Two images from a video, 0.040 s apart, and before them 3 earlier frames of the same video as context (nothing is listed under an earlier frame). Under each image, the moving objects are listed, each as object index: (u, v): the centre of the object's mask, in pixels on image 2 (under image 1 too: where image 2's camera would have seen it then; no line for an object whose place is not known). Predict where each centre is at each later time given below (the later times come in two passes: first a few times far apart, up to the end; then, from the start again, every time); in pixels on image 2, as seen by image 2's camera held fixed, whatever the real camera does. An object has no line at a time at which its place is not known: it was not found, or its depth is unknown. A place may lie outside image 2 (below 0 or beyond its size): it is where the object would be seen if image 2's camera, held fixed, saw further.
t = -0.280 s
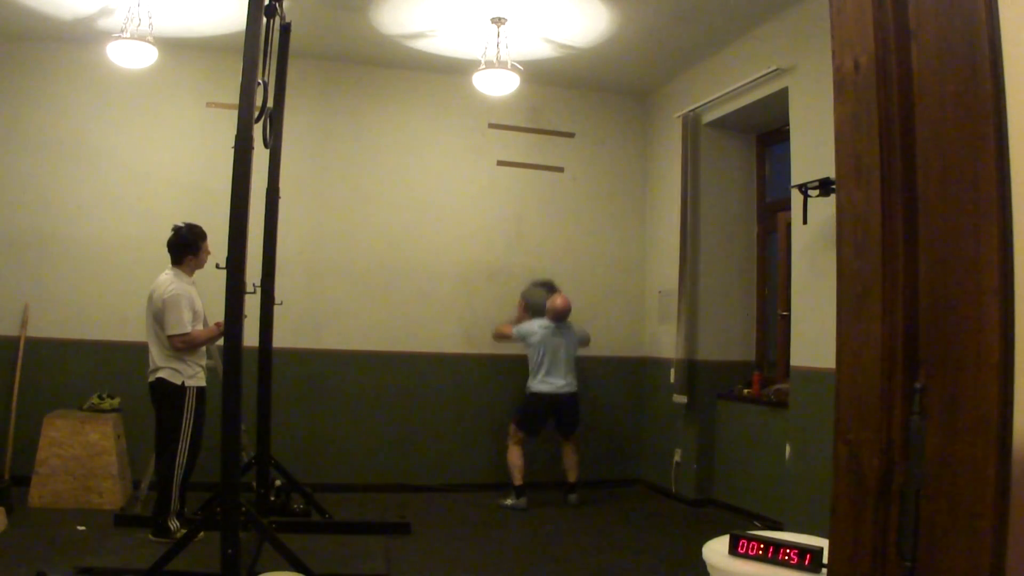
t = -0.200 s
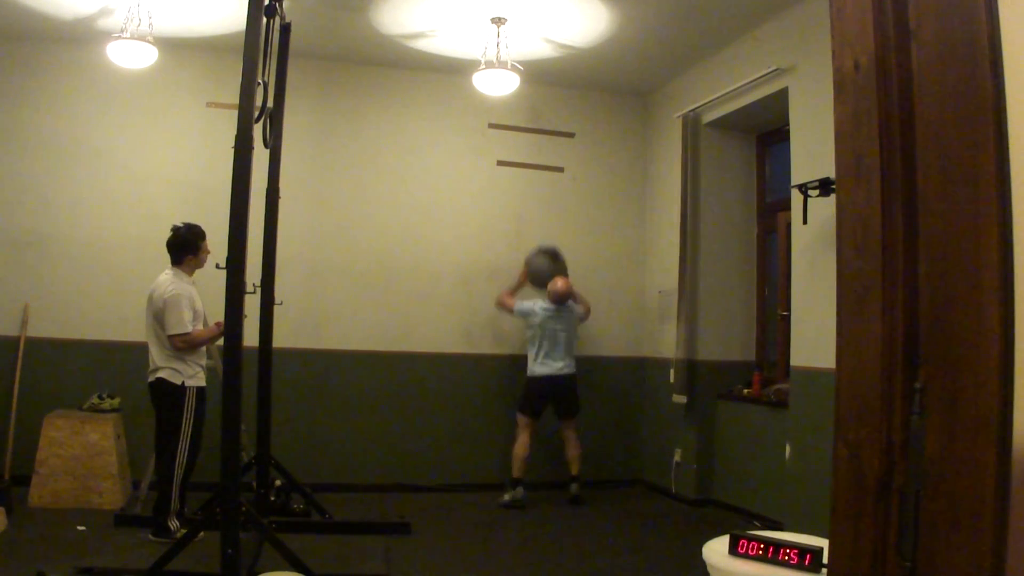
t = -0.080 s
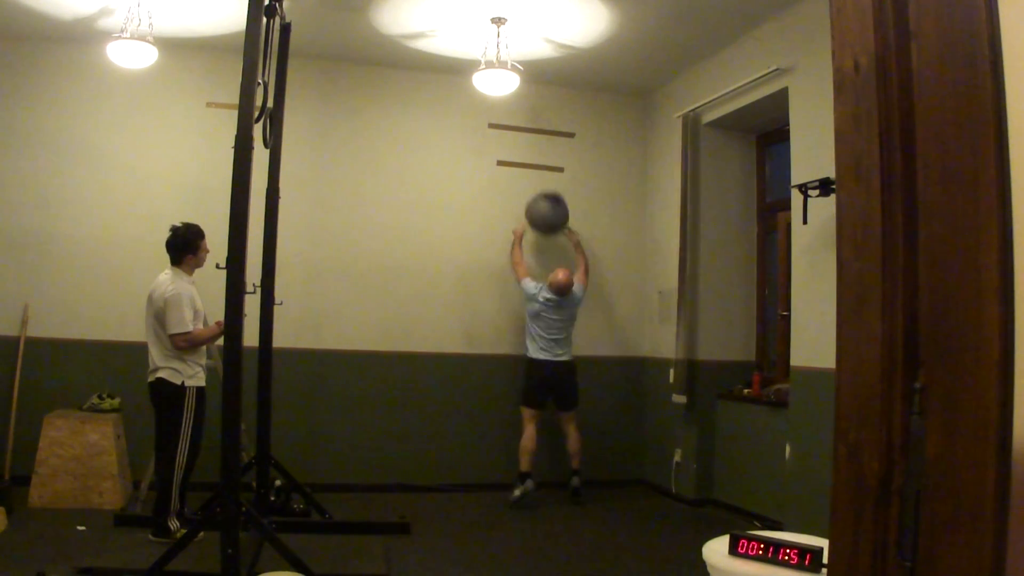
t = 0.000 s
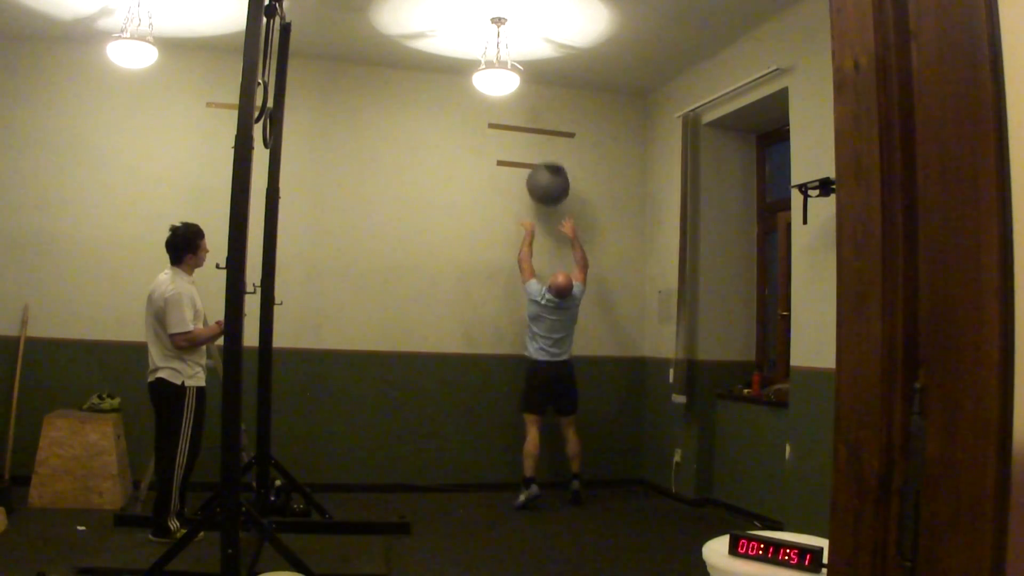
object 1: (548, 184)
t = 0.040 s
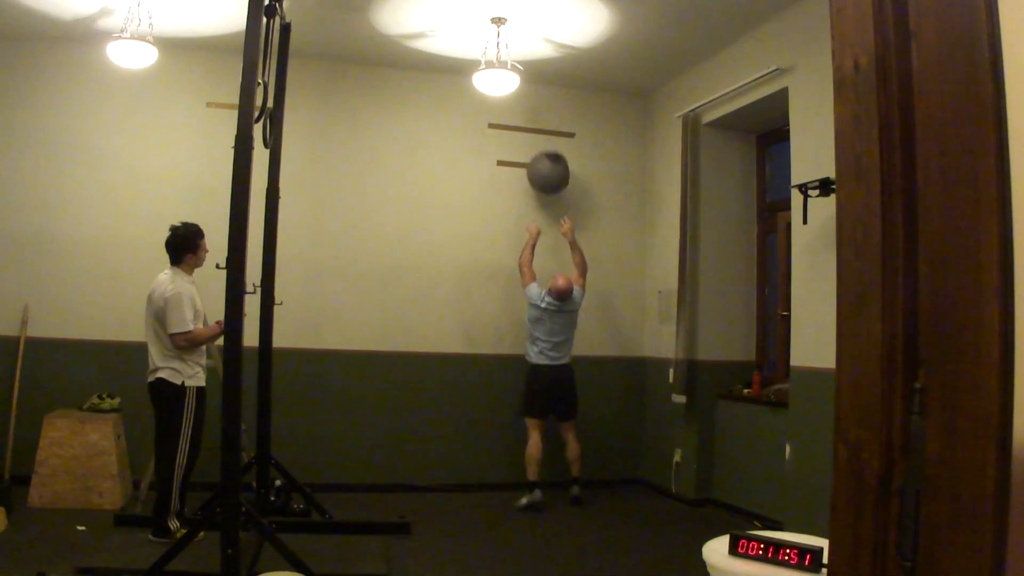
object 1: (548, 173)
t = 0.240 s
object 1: (549, 146)
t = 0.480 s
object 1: (552, 169)
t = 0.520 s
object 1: (553, 178)
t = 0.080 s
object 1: (549, 163)
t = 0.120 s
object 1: (549, 155)
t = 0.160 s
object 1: (549, 150)
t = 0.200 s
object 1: (549, 147)
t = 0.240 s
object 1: (549, 146)
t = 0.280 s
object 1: (549, 147)
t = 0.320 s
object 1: (549, 148)
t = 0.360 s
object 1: (550, 151)
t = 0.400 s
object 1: (550, 155)
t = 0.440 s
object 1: (551, 161)
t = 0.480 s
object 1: (552, 169)
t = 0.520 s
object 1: (553, 178)
